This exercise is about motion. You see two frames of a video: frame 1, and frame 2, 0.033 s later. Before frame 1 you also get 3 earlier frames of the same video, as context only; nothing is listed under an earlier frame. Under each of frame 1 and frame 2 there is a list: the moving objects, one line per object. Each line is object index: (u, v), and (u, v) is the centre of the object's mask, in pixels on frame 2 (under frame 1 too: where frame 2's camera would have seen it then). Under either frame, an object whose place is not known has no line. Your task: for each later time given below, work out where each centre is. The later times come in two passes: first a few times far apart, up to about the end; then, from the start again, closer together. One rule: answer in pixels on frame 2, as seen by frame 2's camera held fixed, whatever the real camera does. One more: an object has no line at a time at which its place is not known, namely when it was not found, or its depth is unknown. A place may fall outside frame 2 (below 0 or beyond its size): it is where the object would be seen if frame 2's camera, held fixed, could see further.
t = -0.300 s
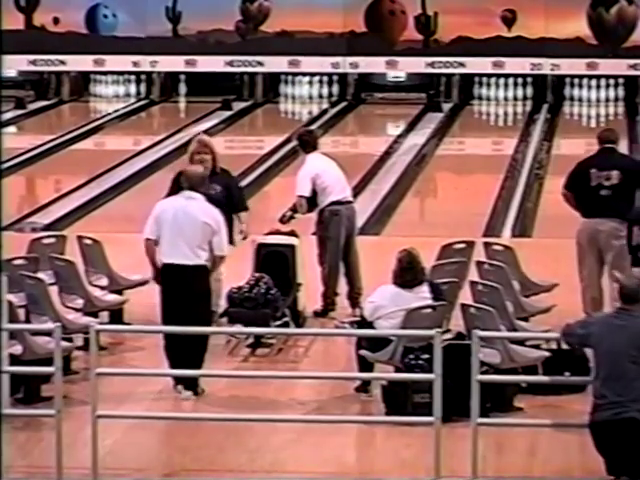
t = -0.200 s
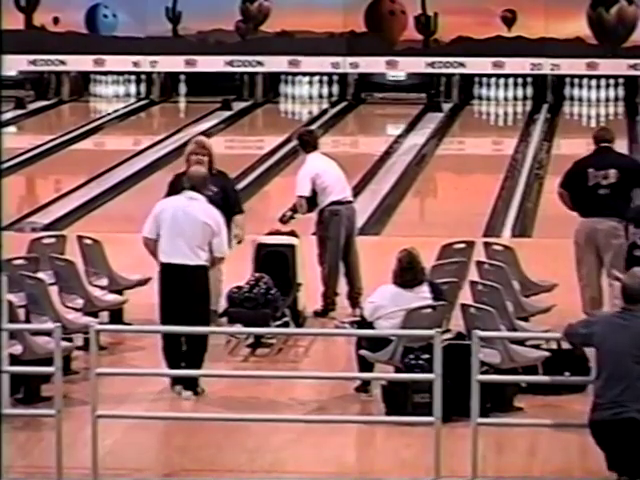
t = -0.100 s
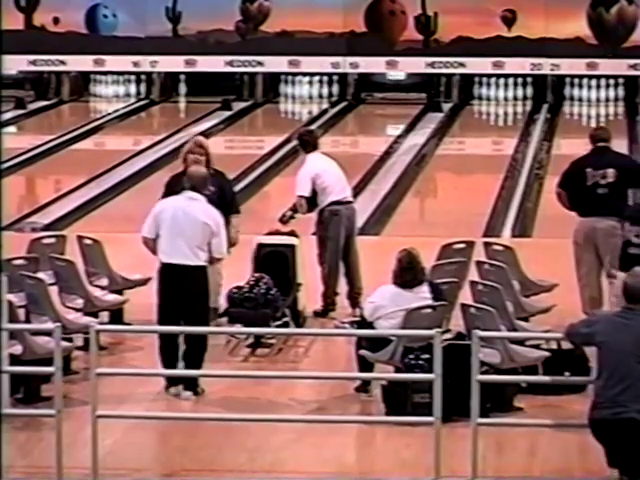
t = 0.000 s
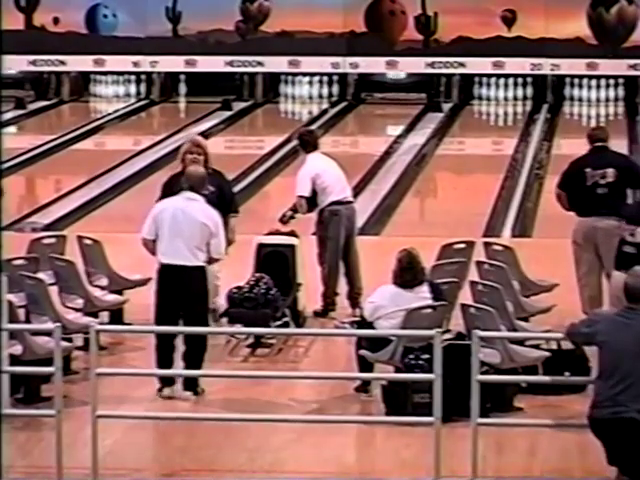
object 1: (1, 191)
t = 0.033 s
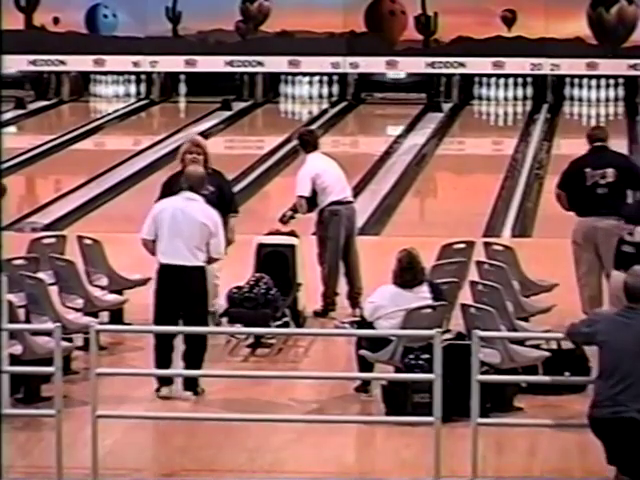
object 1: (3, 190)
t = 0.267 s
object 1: (21, 179)
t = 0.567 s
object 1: (46, 165)
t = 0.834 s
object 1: (67, 154)
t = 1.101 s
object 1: (86, 144)
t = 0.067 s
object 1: (4, 189)
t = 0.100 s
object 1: (6, 187)
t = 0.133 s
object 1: (8, 186)
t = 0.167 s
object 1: (12, 184)
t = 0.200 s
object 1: (15, 183)
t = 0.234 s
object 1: (18, 181)
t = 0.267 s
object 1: (21, 179)
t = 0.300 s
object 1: (24, 178)
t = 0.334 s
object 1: (27, 176)
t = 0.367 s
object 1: (30, 175)
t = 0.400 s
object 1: (33, 173)
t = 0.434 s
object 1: (35, 171)
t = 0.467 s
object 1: (38, 170)
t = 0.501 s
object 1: (41, 168)
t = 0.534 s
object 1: (44, 167)
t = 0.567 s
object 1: (46, 165)
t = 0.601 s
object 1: (49, 164)
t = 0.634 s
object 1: (52, 163)
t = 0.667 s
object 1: (54, 161)
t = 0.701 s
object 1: (56, 160)
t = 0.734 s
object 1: (60, 159)
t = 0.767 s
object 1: (62, 157)
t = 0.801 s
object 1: (64, 156)
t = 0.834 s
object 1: (67, 154)
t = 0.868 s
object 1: (69, 153)
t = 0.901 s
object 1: (72, 151)
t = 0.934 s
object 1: (74, 150)
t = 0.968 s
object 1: (77, 149)
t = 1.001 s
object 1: (79, 147)
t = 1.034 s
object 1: (81, 146)
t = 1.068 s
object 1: (84, 145)
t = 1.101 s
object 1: (86, 144)
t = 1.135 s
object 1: (88, 142)
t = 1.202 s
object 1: (95, 139)
